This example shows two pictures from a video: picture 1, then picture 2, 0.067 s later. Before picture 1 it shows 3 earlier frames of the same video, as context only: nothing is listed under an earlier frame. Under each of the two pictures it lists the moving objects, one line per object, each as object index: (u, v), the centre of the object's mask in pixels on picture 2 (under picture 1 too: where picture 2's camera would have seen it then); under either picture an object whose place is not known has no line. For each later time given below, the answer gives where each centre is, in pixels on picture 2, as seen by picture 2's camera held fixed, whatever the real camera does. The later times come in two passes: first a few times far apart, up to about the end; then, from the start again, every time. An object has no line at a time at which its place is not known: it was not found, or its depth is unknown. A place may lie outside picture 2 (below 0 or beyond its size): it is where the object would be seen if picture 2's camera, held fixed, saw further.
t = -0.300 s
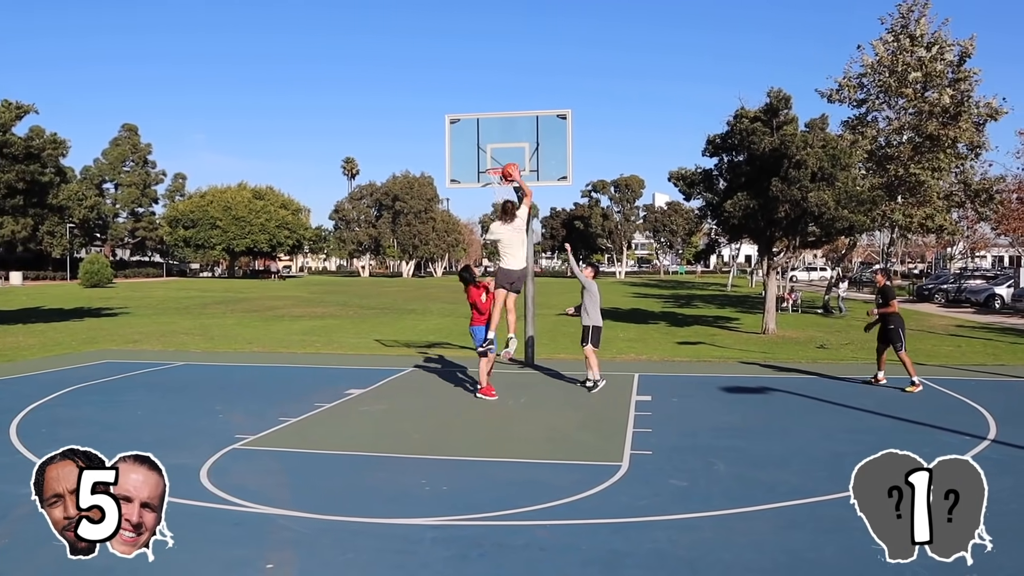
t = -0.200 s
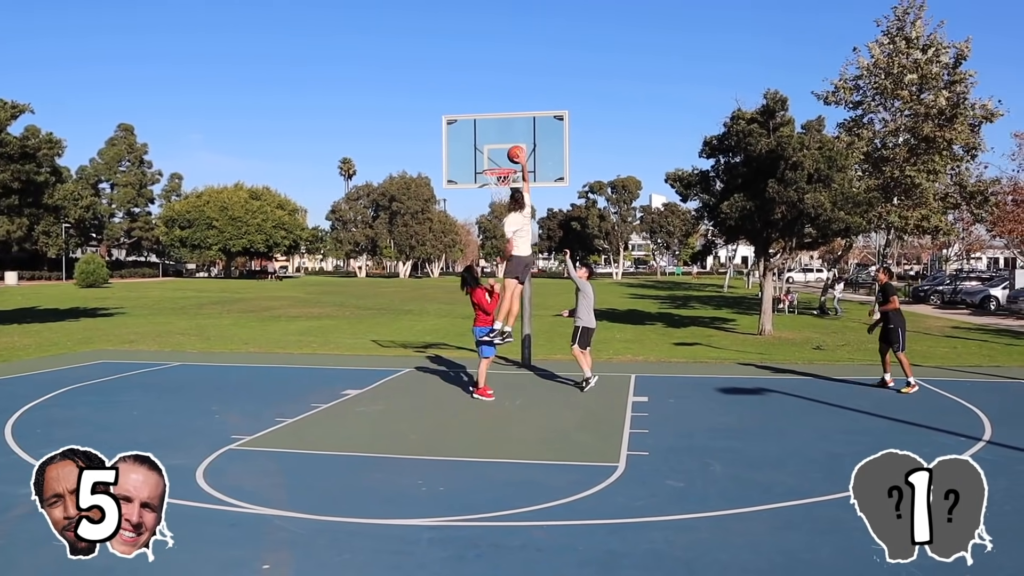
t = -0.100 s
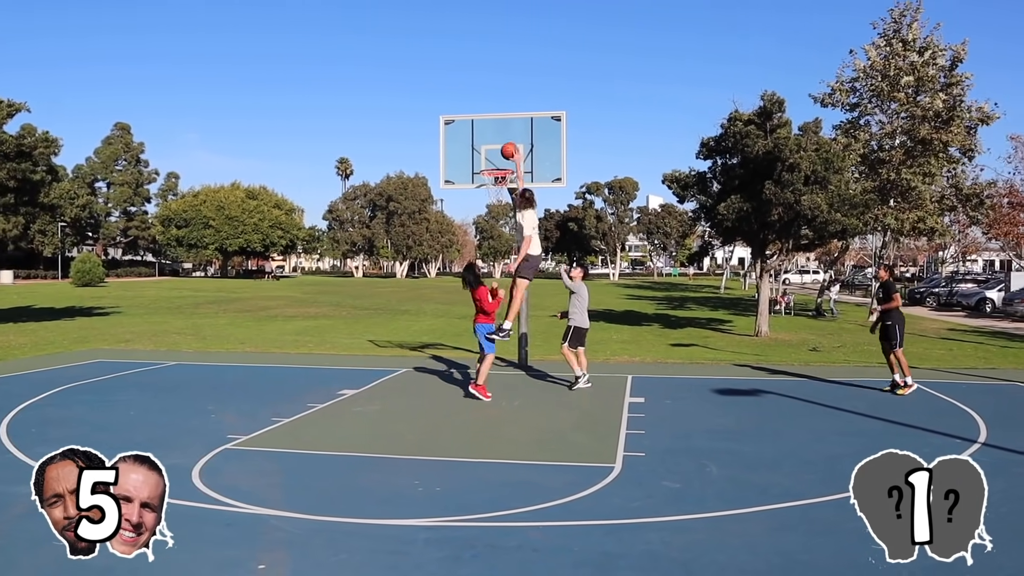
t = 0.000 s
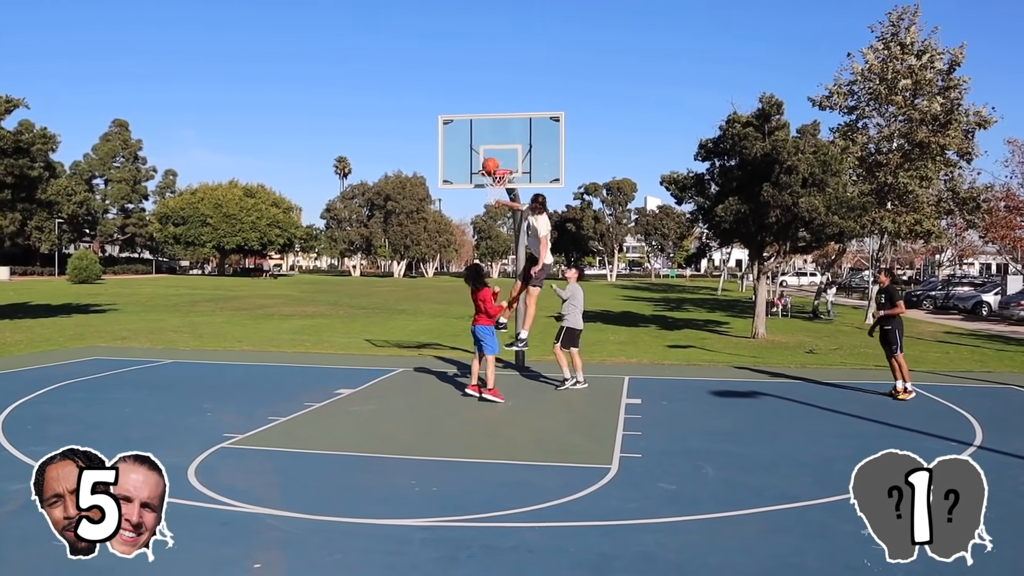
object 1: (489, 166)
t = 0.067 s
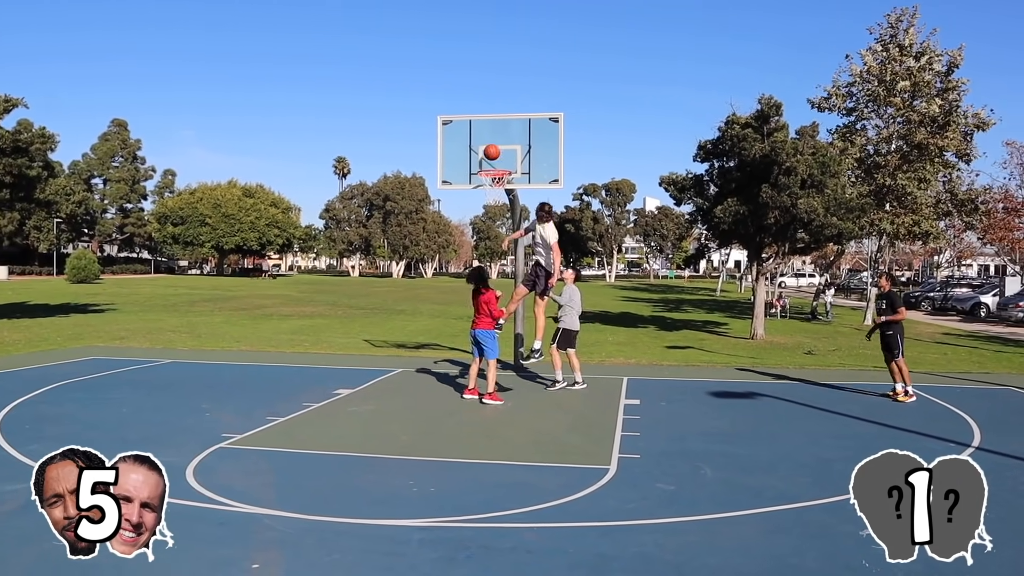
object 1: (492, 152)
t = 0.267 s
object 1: (505, 109)
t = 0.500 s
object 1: (518, 93)
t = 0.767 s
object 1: (532, 121)
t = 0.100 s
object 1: (494, 143)
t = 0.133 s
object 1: (497, 134)
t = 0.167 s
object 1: (499, 127)
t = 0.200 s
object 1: (502, 120)
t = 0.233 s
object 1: (503, 114)
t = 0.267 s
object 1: (505, 109)
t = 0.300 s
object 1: (507, 104)
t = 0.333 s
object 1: (509, 101)
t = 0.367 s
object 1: (511, 98)
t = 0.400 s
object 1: (513, 95)
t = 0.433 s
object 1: (514, 94)
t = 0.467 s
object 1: (516, 93)
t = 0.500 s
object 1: (518, 93)
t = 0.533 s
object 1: (520, 94)
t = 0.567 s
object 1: (522, 95)
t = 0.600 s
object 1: (524, 97)
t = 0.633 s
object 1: (525, 101)
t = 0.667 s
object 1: (527, 104)
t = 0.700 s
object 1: (529, 109)
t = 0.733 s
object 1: (530, 114)
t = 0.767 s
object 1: (532, 121)
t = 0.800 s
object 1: (533, 128)
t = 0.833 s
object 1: (534, 135)
